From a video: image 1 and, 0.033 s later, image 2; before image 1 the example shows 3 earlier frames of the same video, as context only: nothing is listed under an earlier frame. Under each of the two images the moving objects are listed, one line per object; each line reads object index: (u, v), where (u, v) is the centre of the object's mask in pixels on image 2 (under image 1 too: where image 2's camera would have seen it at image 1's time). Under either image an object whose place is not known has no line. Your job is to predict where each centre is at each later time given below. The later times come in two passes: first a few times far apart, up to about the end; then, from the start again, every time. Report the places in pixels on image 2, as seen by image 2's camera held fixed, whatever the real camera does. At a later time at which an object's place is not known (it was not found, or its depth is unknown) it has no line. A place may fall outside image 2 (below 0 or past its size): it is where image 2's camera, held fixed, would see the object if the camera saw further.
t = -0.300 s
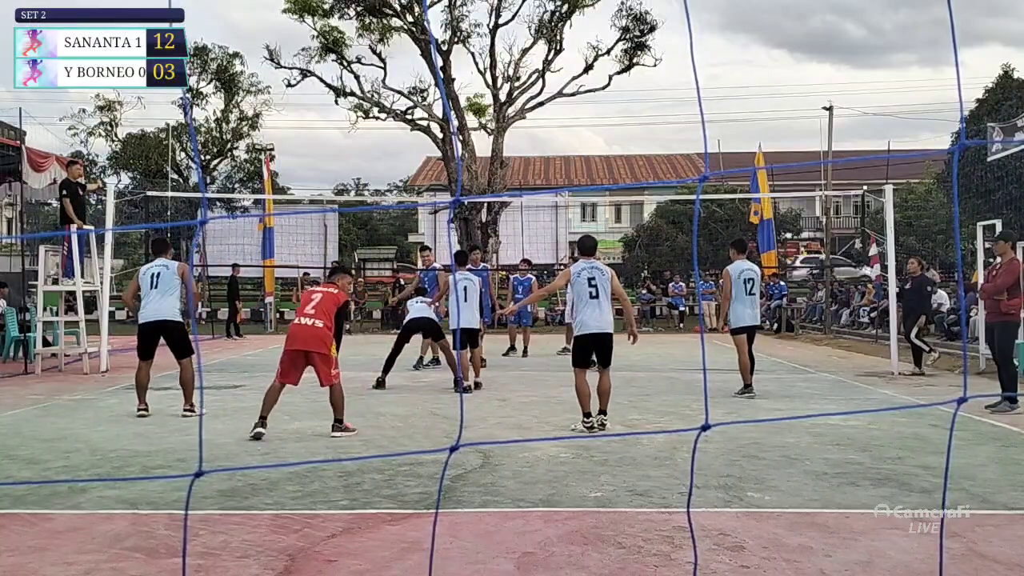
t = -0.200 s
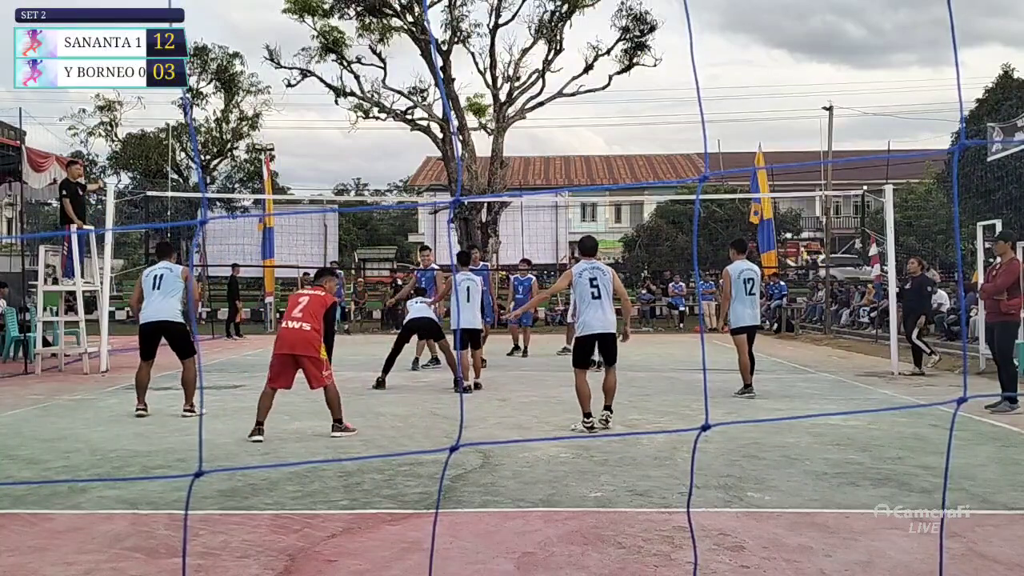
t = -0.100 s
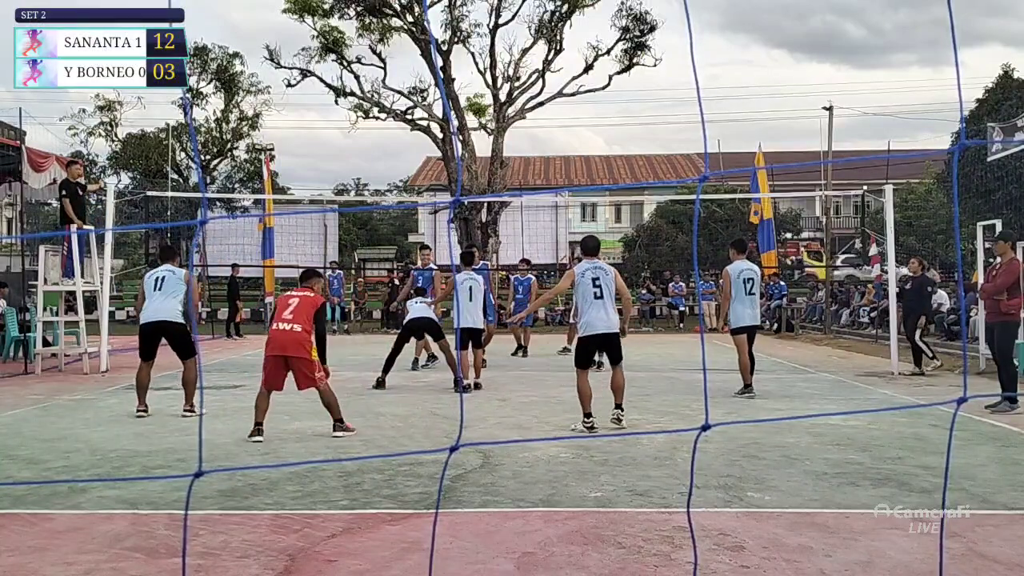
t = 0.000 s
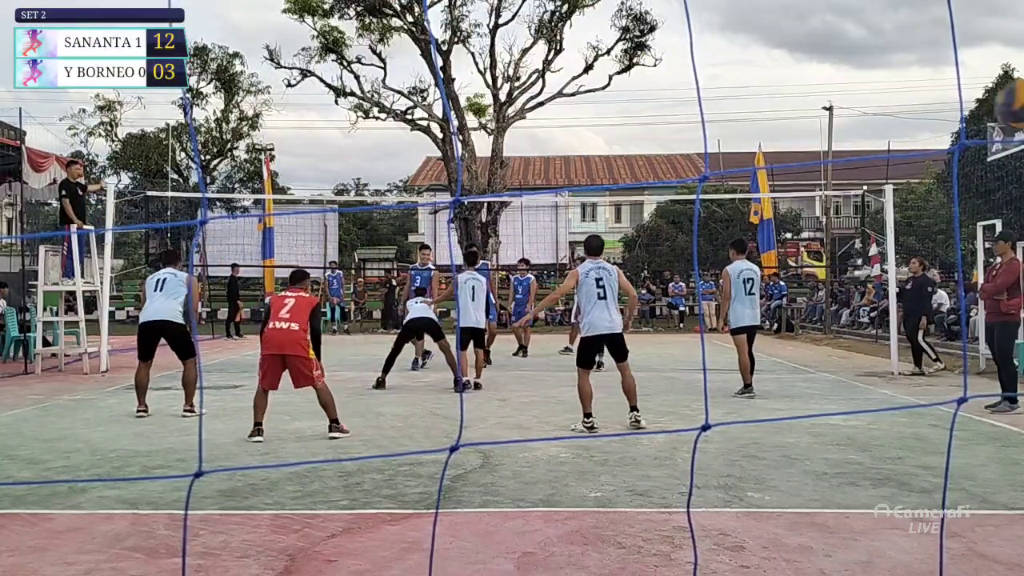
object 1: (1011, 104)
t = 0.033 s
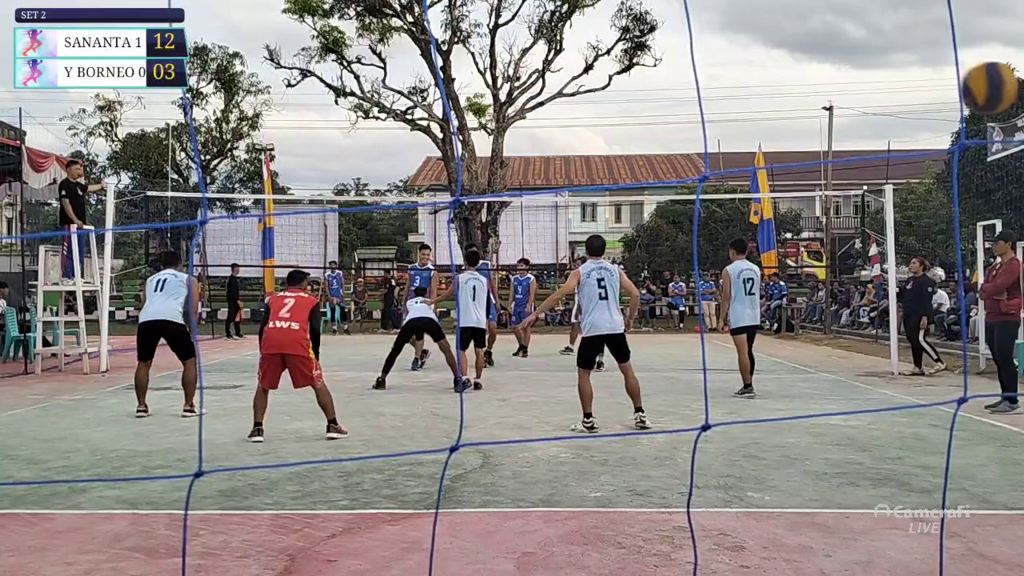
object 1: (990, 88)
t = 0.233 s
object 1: (730, 33)
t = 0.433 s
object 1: (371, 96)
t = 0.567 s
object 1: (44, 247)
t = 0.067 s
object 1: (951, 72)
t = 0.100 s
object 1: (911, 59)
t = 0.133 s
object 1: (869, 48)
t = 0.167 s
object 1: (824, 40)
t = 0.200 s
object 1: (778, 35)
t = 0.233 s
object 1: (730, 33)
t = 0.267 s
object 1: (679, 34)
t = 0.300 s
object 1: (625, 38)
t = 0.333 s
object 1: (567, 46)
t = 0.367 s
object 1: (506, 58)
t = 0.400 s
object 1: (441, 75)
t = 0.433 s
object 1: (371, 96)
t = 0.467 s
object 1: (298, 124)
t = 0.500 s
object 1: (220, 158)
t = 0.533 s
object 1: (136, 196)
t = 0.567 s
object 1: (44, 247)
